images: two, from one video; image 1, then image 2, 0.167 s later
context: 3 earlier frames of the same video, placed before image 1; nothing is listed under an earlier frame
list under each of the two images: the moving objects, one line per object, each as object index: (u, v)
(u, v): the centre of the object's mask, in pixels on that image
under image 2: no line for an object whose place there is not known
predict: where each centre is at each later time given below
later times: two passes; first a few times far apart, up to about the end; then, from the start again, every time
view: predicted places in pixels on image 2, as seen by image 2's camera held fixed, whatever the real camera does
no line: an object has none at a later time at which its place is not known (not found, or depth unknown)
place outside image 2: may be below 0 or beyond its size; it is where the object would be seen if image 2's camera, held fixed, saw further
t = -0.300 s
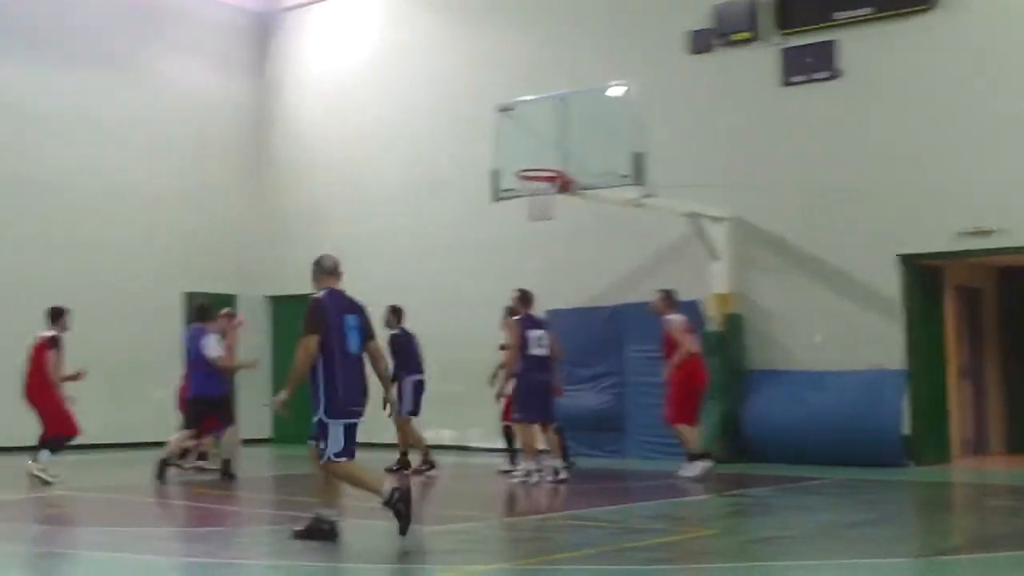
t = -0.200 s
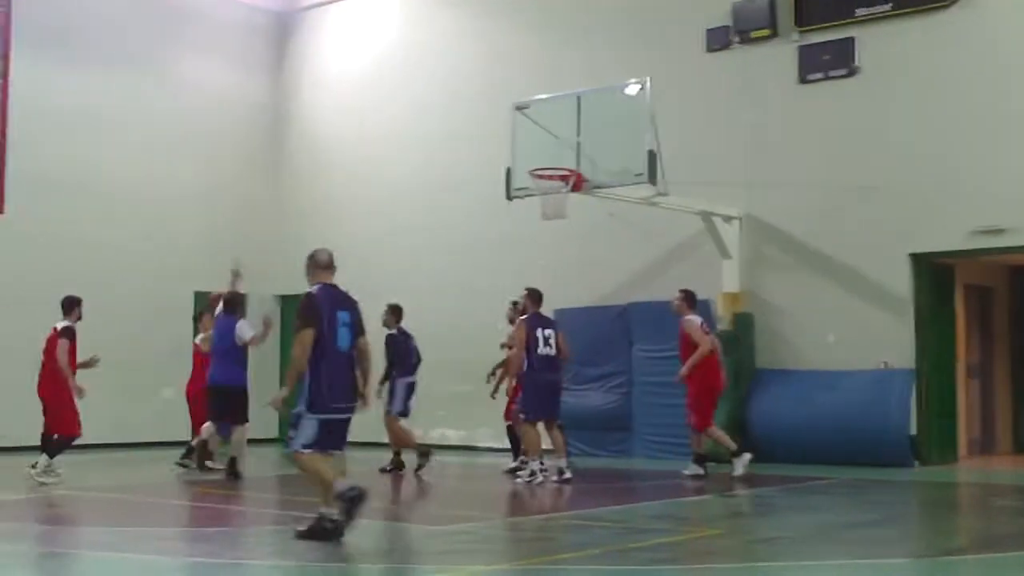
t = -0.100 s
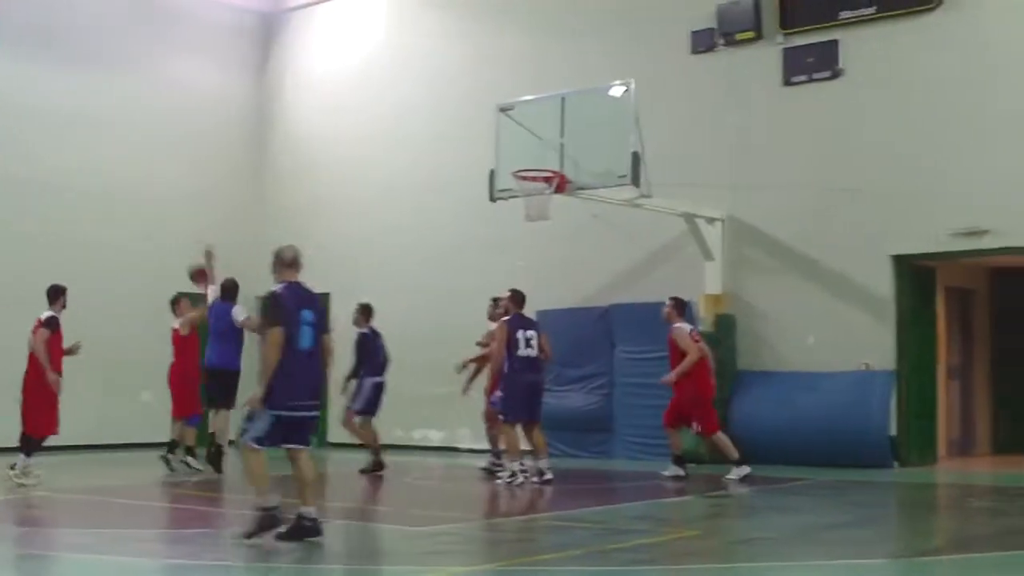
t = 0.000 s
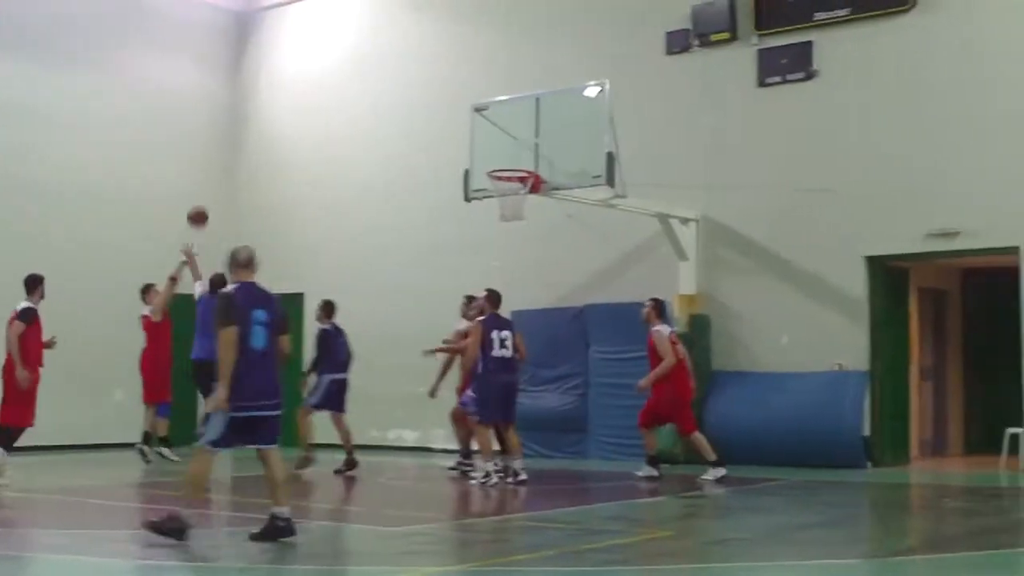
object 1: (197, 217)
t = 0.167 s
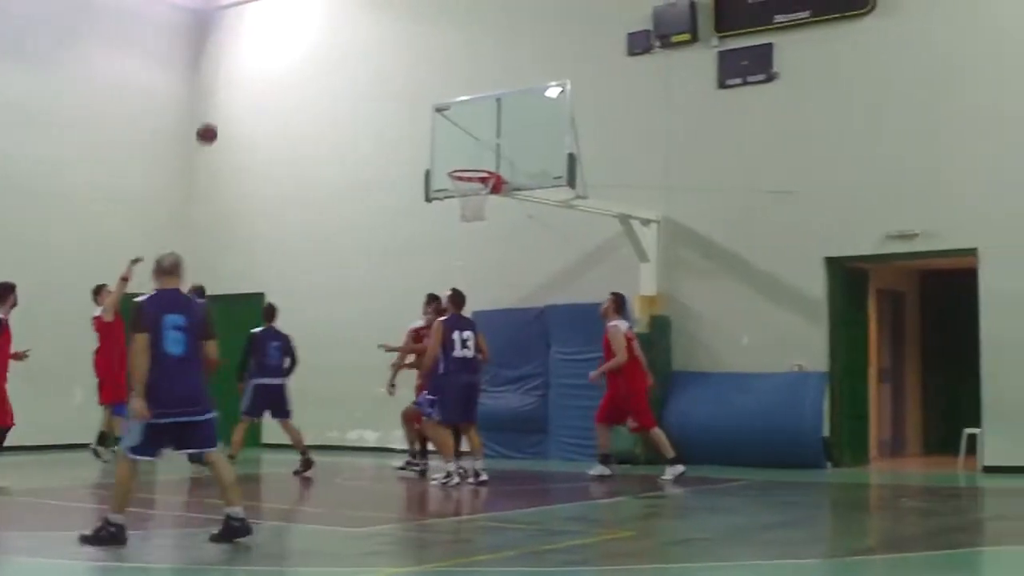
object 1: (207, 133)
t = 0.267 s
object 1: (237, 96)
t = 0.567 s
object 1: (322, 37)
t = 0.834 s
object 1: (396, 47)
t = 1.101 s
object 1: (471, 124)
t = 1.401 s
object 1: (455, 187)
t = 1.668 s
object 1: (464, 211)
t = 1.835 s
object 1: (477, 237)
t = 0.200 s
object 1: (217, 120)
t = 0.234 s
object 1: (227, 107)
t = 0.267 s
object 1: (237, 96)
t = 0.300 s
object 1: (248, 86)
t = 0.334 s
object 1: (258, 77)
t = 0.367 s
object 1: (268, 69)
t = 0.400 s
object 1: (277, 62)
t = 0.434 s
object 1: (287, 54)
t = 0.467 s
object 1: (295, 49)
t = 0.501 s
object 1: (304, 44)
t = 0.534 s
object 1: (313, 40)
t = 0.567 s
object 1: (322, 37)
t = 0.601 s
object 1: (331, 35)
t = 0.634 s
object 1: (340, 34)
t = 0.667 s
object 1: (349, 34)
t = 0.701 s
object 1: (358, 35)
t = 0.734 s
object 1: (368, 36)
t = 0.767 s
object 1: (377, 39)
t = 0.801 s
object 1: (386, 43)
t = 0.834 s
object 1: (396, 47)
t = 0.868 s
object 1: (405, 53)
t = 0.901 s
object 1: (414, 60)
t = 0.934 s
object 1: (424, 68)
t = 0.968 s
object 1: (433, 77)
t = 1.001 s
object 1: (443, 87)
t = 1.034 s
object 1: (452, 98)
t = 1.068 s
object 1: (462, 111)
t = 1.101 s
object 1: (471, 124)
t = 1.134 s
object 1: (478, 136)
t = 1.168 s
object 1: (479, 145)
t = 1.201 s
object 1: (480, 156)
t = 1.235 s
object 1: (481, 167)
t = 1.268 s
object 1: (478, 176)
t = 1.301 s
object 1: (471, 186)
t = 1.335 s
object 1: (464, 189)
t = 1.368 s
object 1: (457, 187)
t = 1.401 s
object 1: (455, 187)
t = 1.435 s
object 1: (454, 189)
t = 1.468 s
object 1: (455, 191)
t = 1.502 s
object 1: (455, 192)
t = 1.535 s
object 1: (458, 196)
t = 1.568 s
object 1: (458, 199)
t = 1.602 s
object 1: (461, 203)
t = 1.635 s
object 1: (462, 207)
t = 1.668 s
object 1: (464, 211)
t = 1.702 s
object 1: (466, 214)
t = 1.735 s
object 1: (470, 219)
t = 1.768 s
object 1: (472, 224)
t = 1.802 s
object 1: (474, 230)
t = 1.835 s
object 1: (477, 237)
